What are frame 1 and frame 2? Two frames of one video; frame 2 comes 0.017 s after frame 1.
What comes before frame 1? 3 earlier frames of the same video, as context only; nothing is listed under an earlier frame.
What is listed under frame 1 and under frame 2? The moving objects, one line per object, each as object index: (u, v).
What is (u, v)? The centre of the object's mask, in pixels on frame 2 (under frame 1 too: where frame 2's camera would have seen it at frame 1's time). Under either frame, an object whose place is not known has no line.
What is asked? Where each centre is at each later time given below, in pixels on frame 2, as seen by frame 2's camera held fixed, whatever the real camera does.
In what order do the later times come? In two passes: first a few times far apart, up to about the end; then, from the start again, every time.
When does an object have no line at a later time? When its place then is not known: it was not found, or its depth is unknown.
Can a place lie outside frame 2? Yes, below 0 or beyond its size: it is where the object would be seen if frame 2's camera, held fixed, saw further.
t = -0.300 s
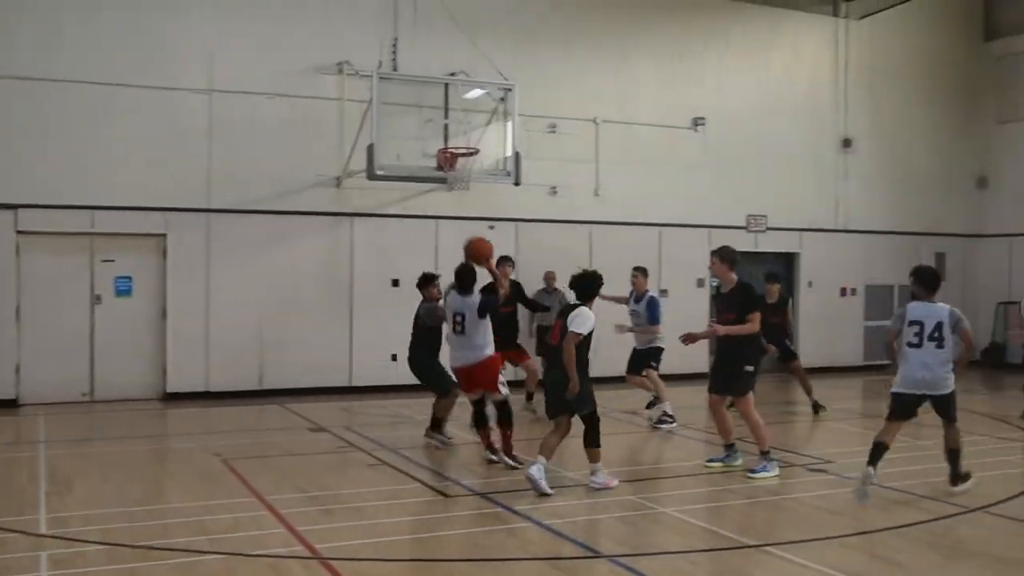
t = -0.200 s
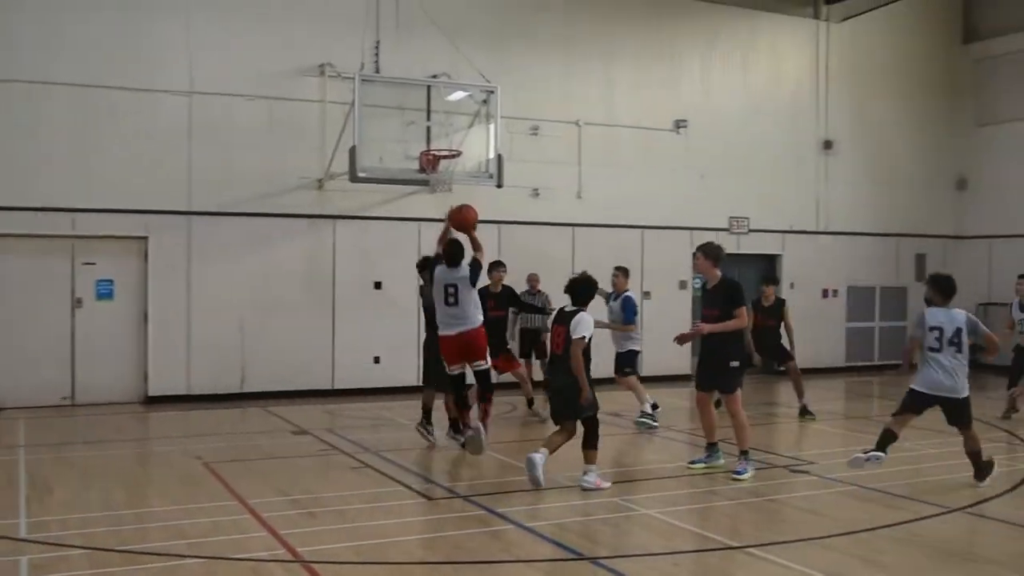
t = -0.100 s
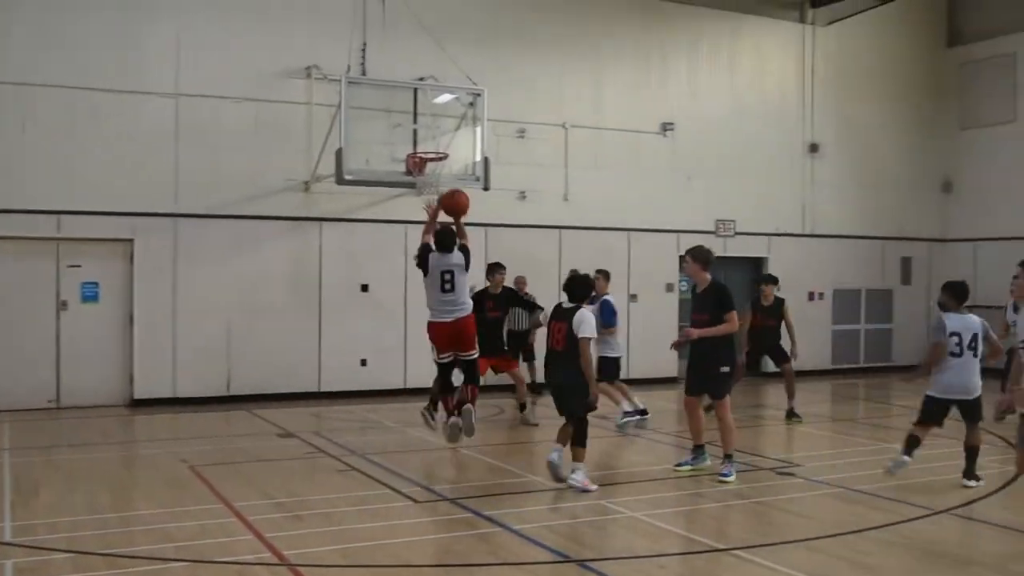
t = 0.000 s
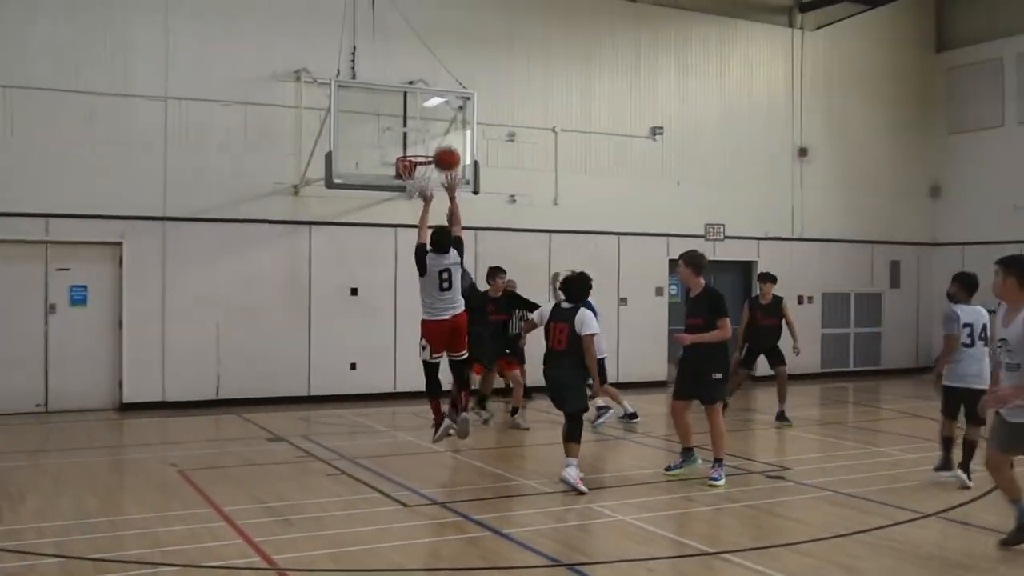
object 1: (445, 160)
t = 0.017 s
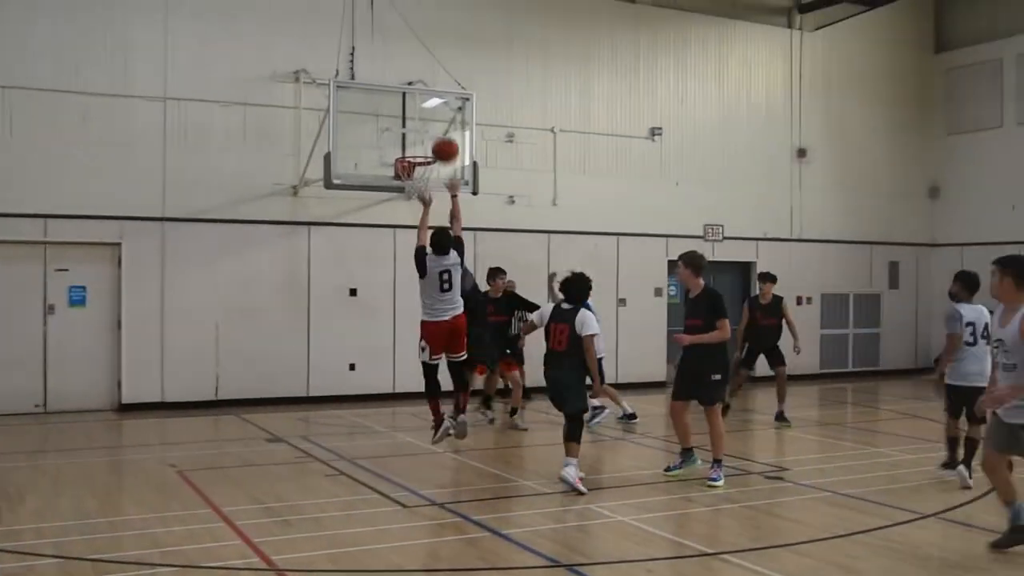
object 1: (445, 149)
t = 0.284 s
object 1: (439, 44)
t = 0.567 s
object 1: (433, 25)
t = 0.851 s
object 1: (427, 80)
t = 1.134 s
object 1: (415, 164)
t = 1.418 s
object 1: (413, 196)
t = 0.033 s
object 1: (444, 140)
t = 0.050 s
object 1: (444, 131)
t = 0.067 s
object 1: (444, 123)
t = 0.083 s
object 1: (444, 114)
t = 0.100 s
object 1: (443, 106)
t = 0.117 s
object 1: (443, 98)
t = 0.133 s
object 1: (443, 91)
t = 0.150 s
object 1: (442, 84)
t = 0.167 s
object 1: (442, 78)
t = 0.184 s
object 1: (441, 72)
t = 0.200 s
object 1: (441, 67)
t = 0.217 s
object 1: (441, 62)
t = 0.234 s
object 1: (440, 57)
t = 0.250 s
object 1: (440, 52)
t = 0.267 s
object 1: (439, 48)
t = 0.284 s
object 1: (439, 44)
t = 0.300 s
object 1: (439, 41)
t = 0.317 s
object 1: (438, 38)
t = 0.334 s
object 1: (438, 35)
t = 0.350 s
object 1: (438, 32)
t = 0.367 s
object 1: (437, 30)
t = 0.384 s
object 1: (437, 28)
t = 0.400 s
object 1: (437, 27)
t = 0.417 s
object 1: (436, 25)
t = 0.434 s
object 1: (436, 24)
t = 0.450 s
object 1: (435, 24)
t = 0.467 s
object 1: (435, 23)
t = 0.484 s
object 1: (435, 23)
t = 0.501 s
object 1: (434, 23)
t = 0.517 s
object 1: (434, 23)
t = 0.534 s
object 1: (434, 24)
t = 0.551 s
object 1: (433, 24)
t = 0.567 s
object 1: (433, 25)
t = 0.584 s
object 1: (433, 27)
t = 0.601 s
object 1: (432, 28)
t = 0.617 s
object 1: (432, 30)
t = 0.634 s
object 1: (432, 32)
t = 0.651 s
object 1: (431, 34)
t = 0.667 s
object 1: (431, 37)
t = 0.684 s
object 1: (430, 40)
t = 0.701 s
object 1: (430, 43)
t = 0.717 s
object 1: (430, 46)
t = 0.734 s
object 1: (429, 50)
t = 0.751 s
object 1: (429, 53)
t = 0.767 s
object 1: (429, 57)
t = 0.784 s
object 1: (428, 61)
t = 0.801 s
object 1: (428, 66)
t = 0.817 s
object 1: (428, 70)
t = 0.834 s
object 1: (427, 76)
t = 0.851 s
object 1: (427, 80)
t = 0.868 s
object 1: (426, 85)
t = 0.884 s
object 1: (426, 90)
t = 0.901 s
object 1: (426, 95)
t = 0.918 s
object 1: (425, 102)
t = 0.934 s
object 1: (425, 108)
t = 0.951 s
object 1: (425, 114)
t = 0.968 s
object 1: (424, 120)
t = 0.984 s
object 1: (424, 127)
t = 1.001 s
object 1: (424, 134)
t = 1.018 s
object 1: (424, 141)
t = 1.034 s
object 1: (423, 147)
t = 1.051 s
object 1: (422, 152)
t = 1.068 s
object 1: (421, 153)
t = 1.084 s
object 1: (420, 155)
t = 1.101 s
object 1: (419, 158)
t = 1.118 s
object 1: (418, 161)
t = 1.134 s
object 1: (415, 164)
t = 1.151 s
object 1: (413, 168)
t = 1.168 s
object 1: (410, 169)
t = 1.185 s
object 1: (411, 169)
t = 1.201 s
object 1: (413, 171)
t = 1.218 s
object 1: (413, 173)
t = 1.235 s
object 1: (413, 174)
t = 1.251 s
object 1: (413, 175)
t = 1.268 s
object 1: (411, 175)
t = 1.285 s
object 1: (413, 179)
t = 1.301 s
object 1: (413, 181)
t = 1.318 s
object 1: (413, 184)
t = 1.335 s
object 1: (413, 188)
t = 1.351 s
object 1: (412, 189)
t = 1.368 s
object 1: (413, 191)
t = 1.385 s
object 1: (413, 192)
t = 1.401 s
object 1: (413, 194)
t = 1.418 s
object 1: (413, 196)
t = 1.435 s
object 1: (413, 199)
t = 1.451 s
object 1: (413, 201)
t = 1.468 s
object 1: (413, 204)
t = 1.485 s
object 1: (414, 207)
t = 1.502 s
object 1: (414, 210)
